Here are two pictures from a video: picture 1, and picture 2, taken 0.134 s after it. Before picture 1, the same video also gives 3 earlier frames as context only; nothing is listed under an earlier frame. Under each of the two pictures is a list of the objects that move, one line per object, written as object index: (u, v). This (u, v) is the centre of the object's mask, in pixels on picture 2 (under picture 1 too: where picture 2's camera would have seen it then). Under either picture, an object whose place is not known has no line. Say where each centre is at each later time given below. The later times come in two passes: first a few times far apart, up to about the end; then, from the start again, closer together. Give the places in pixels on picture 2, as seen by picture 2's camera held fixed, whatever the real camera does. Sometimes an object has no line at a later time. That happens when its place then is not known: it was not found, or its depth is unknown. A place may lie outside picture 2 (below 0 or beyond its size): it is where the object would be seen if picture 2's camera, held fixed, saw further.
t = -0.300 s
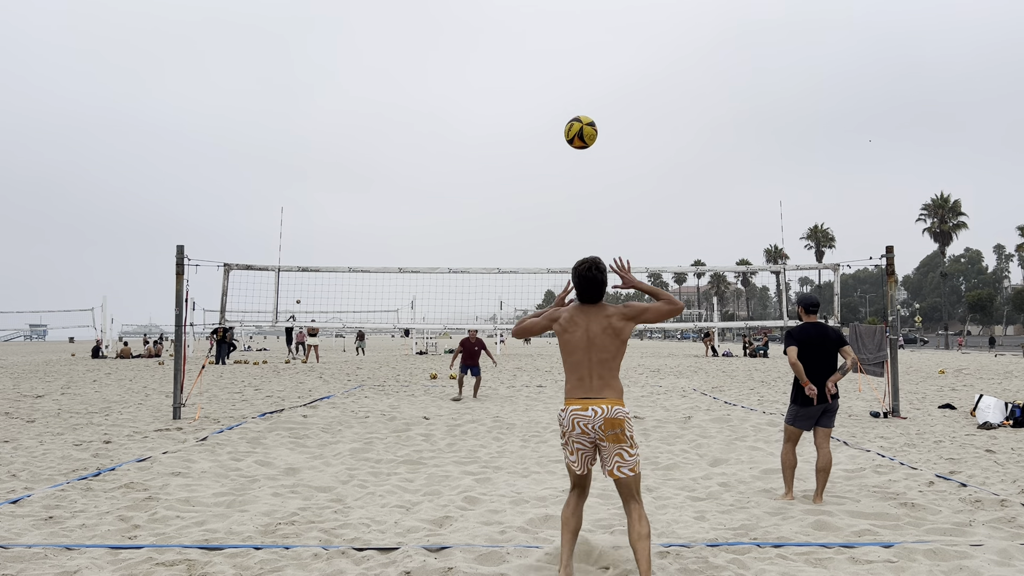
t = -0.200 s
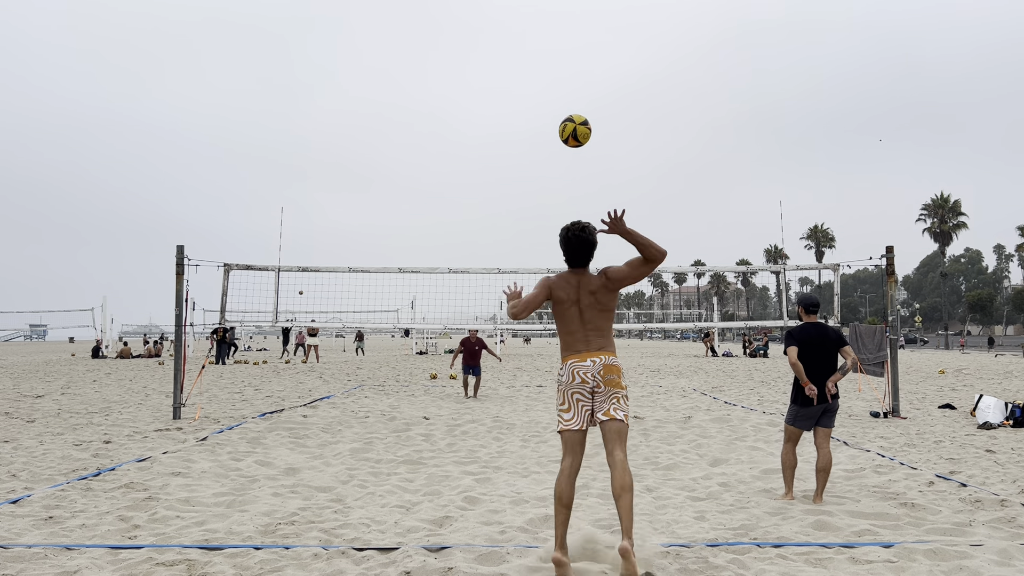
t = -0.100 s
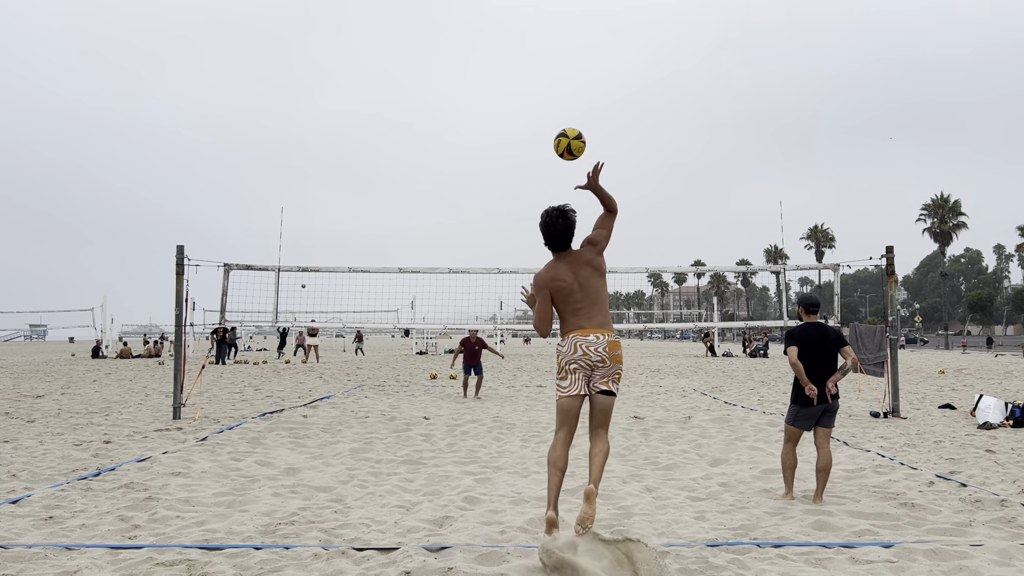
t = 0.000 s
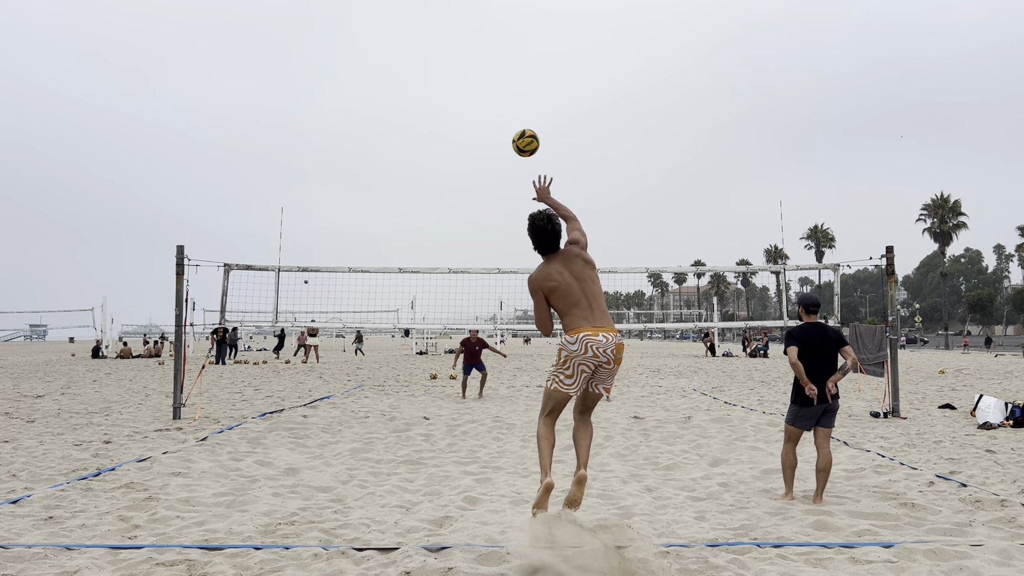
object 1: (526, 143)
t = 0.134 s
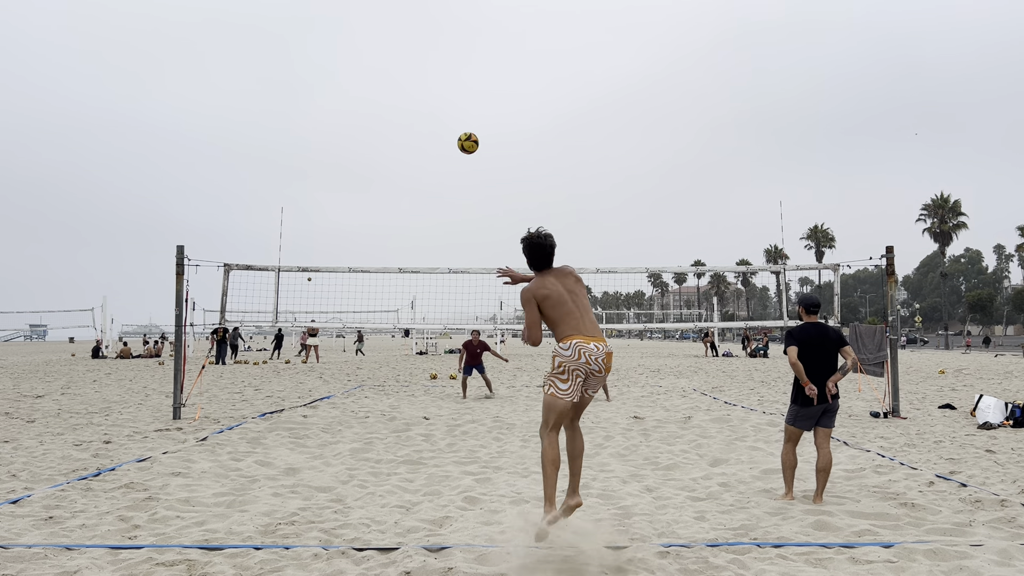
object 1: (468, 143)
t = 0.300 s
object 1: (420, 161)
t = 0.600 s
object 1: (367, 220)
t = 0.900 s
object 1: (334, 294)
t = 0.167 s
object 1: (457, 145)
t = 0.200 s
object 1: (447, 148)
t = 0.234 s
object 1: (437, 152)
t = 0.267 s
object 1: (428, 156)
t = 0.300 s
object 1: (420, 161)
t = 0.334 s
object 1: (413, 166)
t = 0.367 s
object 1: (406, 172)
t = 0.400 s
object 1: (399, 178)
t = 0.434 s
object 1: (393, 184)
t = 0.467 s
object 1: (387, 191)
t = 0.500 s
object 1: (382, 198)
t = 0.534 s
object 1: (376, 205)
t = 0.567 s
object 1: (372, 213)
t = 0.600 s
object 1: (367, 220)
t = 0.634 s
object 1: (363, 228)
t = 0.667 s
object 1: (359, 236)
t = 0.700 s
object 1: (355, 244)
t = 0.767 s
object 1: (348, 260)
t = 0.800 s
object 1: (344, 265)
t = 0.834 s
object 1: (341, 277)
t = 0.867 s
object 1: (338, 285)
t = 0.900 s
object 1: (334, 294)
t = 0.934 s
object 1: (331, 303)
